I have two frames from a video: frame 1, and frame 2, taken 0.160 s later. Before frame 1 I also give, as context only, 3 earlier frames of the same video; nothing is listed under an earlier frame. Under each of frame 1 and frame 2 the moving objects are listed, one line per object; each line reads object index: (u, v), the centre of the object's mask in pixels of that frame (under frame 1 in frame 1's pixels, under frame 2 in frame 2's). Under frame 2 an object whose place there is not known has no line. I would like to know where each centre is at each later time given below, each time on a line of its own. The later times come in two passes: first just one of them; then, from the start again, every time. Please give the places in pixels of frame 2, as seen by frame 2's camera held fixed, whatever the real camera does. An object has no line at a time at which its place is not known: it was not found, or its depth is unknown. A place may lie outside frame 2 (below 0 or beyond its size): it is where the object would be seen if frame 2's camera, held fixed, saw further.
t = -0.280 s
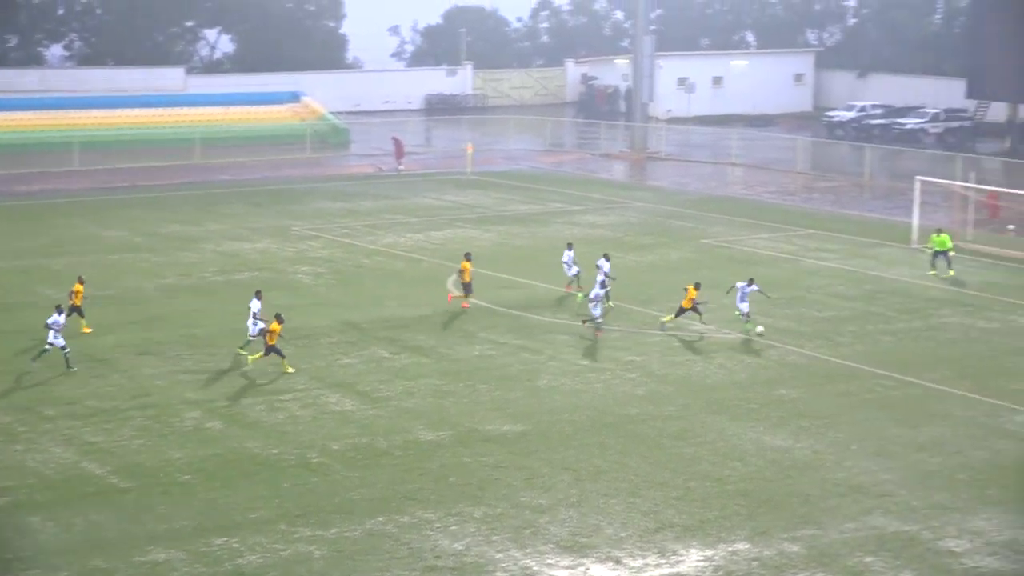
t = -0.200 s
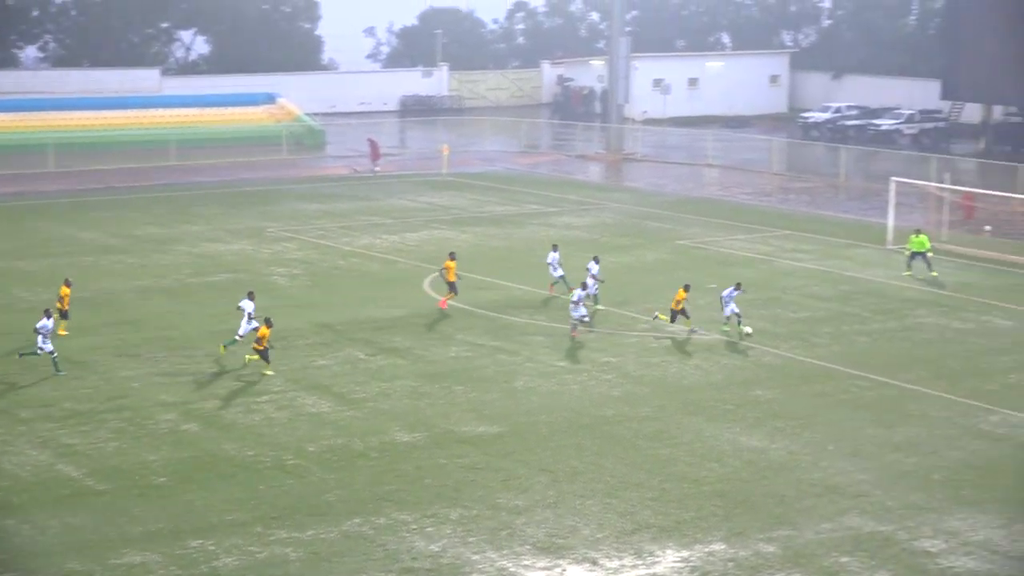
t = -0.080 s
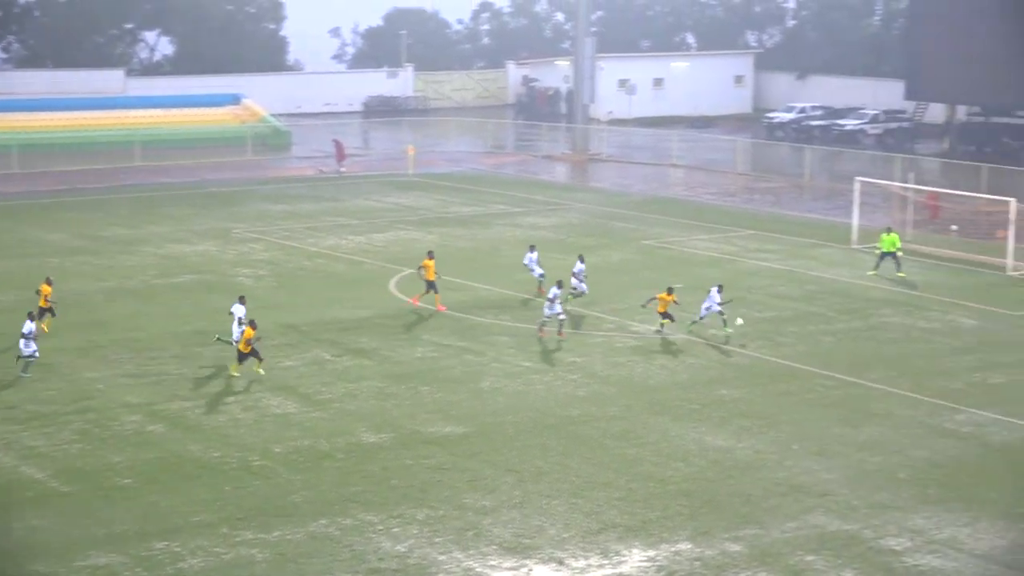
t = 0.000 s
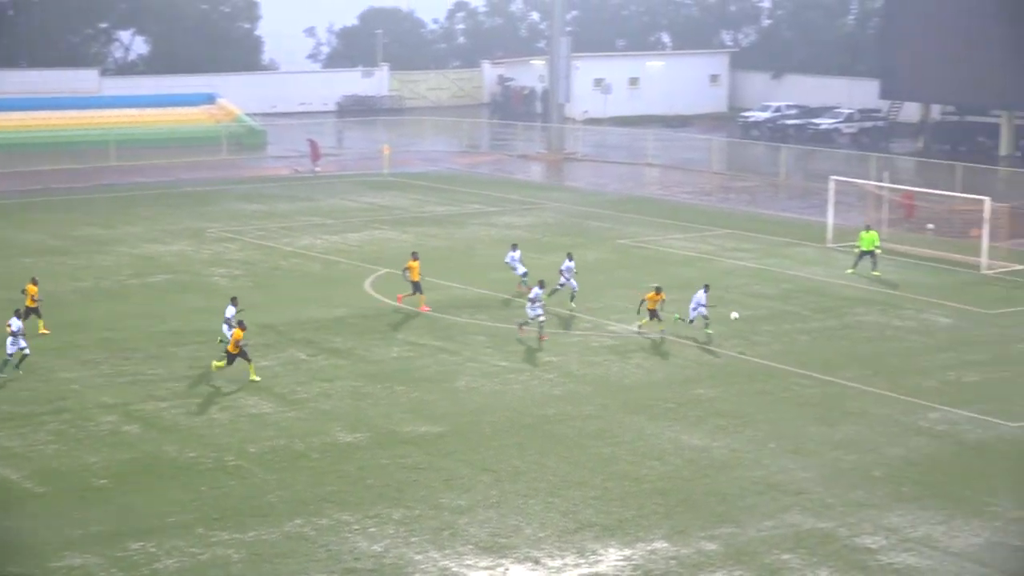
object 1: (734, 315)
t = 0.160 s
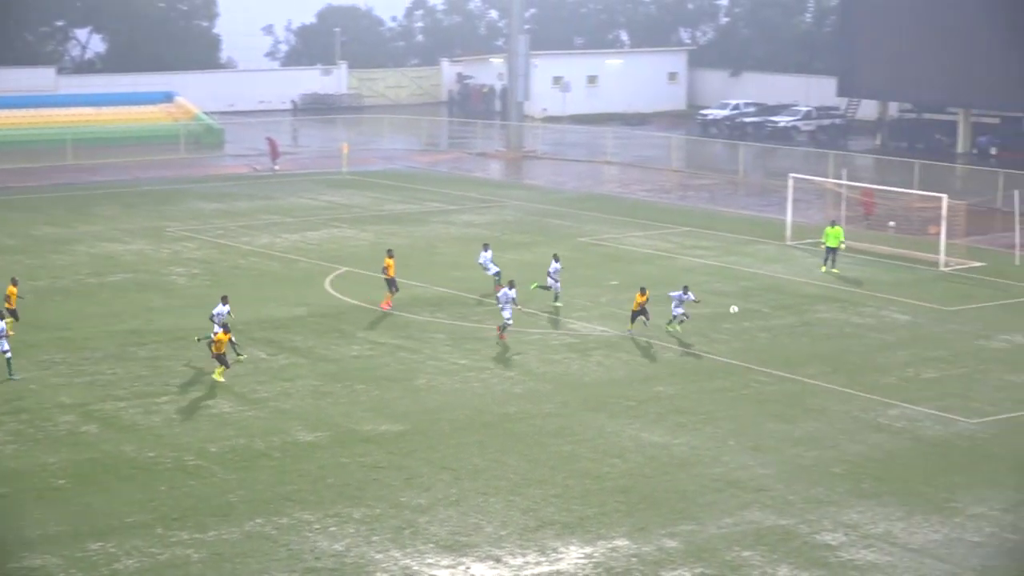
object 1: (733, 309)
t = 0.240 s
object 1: (751, 311)
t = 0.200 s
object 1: (742, 309)
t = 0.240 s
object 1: (751, 311)
